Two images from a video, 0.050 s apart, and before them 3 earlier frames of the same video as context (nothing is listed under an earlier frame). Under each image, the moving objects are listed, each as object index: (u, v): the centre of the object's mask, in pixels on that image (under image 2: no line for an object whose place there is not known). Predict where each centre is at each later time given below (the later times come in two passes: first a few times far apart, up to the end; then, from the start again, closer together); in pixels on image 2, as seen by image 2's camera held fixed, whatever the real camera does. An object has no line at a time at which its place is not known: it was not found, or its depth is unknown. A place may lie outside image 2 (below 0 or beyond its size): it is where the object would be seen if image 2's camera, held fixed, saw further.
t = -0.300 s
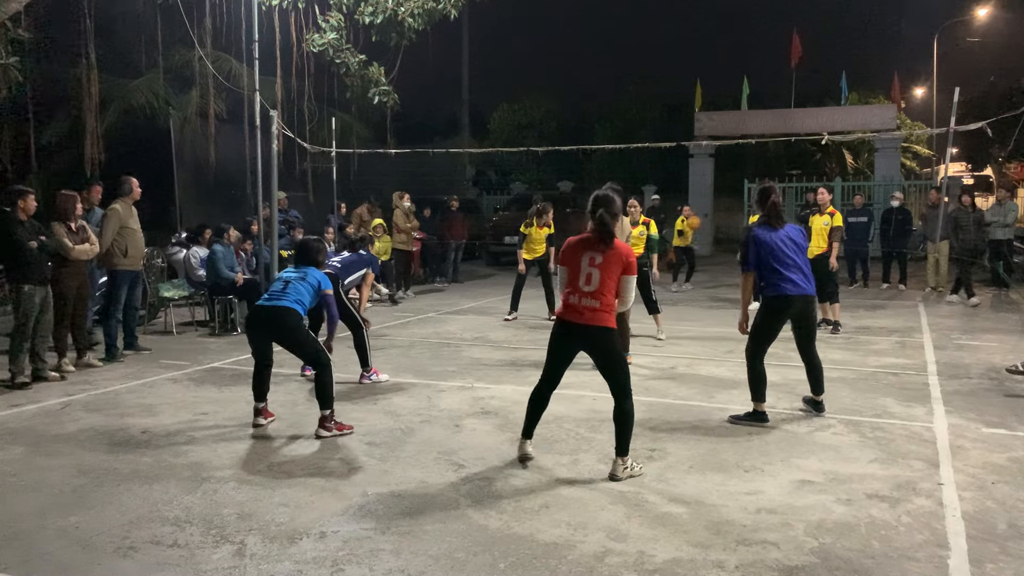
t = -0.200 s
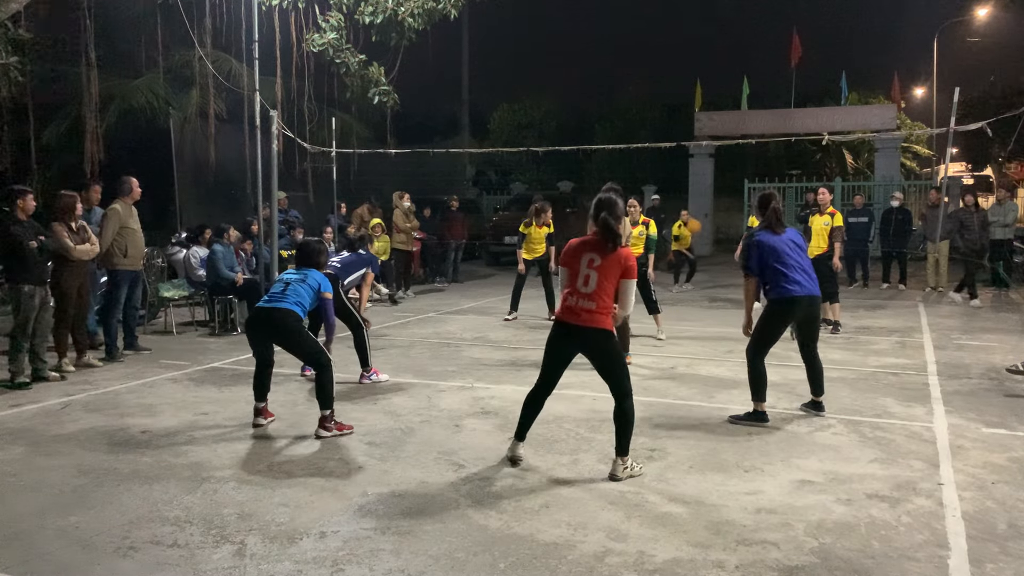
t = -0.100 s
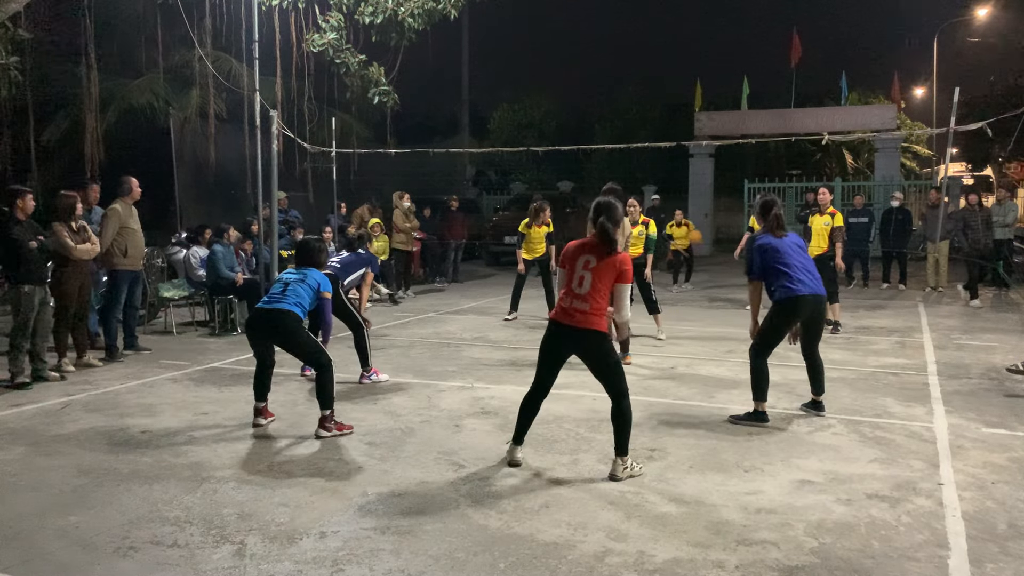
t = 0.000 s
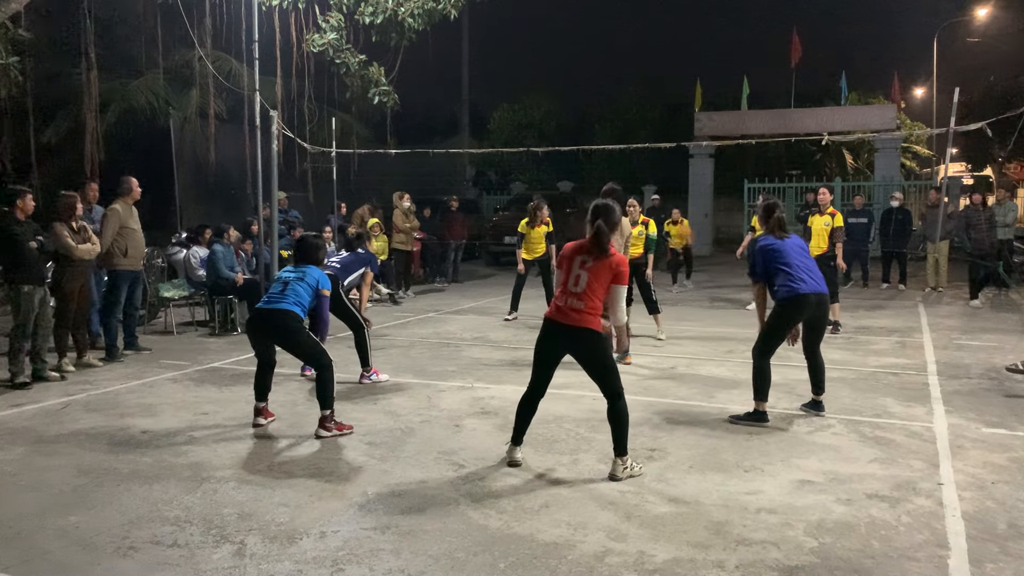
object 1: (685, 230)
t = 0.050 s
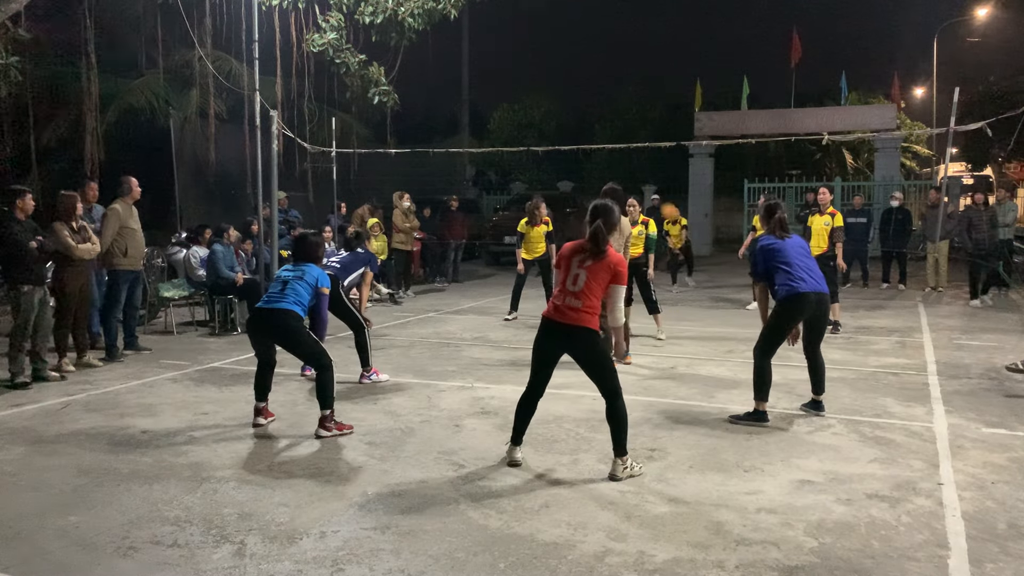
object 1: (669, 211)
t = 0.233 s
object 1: (609, 155)
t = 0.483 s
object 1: (504, 109)
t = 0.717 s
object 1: (378, 110)
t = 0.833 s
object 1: (301, 135)
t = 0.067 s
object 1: (664, 205)
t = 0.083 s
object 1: (659, 200)
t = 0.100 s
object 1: (654, 194)
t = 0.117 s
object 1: (647, 188)
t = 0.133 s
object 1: (642, 183)
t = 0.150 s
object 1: (637, 178)
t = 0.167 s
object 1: (631, 173)
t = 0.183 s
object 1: (626, 168)
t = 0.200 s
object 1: (620, 163)
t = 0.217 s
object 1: (614, 159)
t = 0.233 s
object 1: (609, 155)
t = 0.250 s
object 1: (602, 150)
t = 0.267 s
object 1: (596, 146)
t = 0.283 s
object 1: (590, 142)
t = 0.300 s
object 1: (583, 137)
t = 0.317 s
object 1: (577, 135)
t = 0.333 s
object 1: (570, 131)
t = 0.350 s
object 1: (563, 128)
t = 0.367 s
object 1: (556, 125)
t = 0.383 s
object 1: (549, 122)
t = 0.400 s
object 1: (542, 119)
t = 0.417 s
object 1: (535, 117)
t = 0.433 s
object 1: (527, 114)
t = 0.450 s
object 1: (519, 112)
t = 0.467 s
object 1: (512, 110)
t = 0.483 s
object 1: (504, 109)
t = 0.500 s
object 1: (496, 107)
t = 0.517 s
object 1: (488, 106)
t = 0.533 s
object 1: (480, 105)
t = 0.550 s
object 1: (471, 105)
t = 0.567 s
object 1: (463, 104)
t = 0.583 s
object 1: (454, 103)
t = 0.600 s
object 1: (445, 103)
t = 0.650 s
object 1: (418, 104)
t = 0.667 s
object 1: (408, 105)
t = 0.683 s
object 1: (398, 106)
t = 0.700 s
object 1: (389, 108)
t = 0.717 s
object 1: (378, 110)
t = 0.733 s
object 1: (367, 113)
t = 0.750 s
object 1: (357, 116)
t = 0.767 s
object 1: (347, 118)
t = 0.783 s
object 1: (336, 122)
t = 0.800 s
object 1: (324, 126)
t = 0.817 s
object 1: (313, 130)
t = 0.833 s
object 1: (301, 135)
